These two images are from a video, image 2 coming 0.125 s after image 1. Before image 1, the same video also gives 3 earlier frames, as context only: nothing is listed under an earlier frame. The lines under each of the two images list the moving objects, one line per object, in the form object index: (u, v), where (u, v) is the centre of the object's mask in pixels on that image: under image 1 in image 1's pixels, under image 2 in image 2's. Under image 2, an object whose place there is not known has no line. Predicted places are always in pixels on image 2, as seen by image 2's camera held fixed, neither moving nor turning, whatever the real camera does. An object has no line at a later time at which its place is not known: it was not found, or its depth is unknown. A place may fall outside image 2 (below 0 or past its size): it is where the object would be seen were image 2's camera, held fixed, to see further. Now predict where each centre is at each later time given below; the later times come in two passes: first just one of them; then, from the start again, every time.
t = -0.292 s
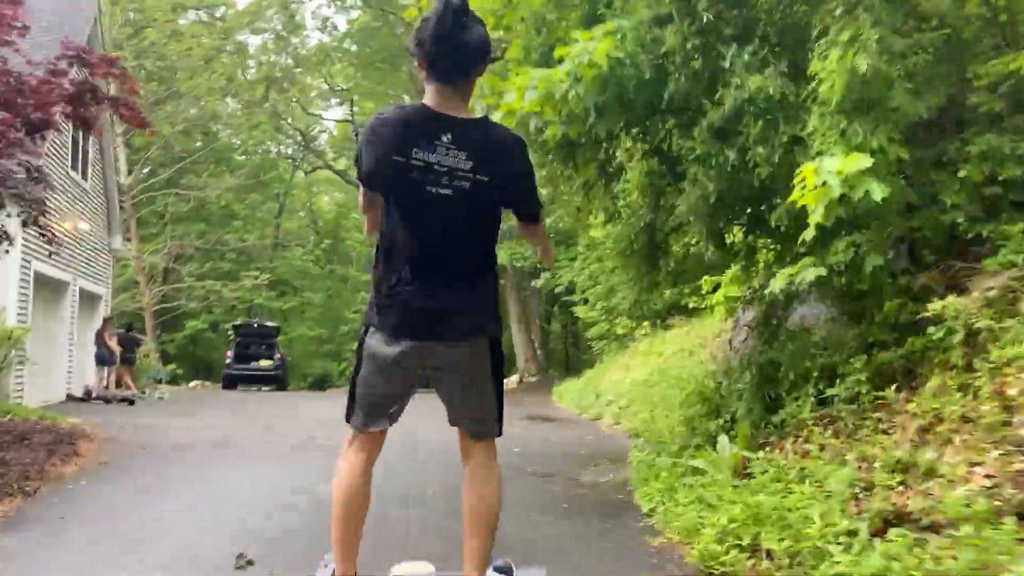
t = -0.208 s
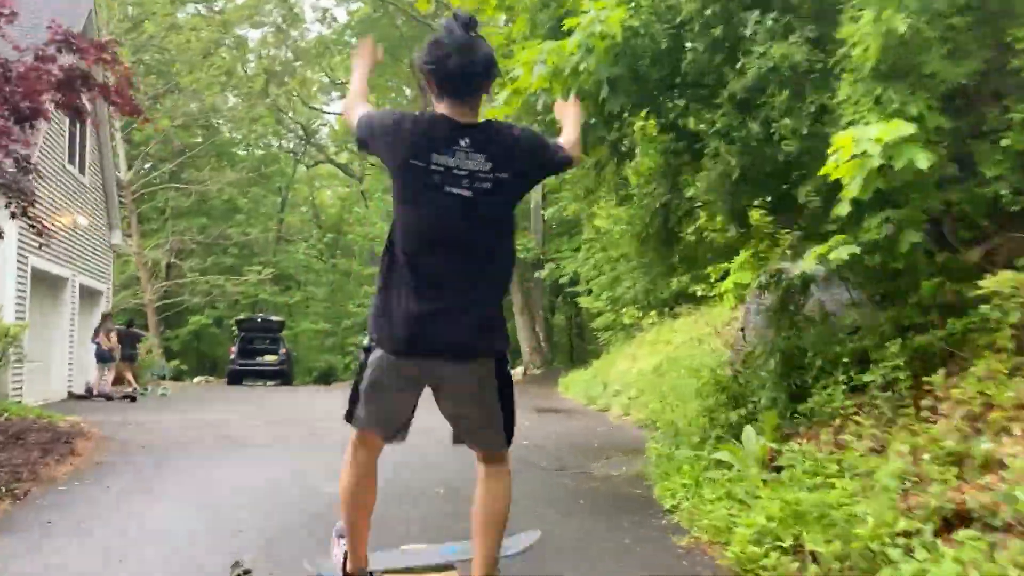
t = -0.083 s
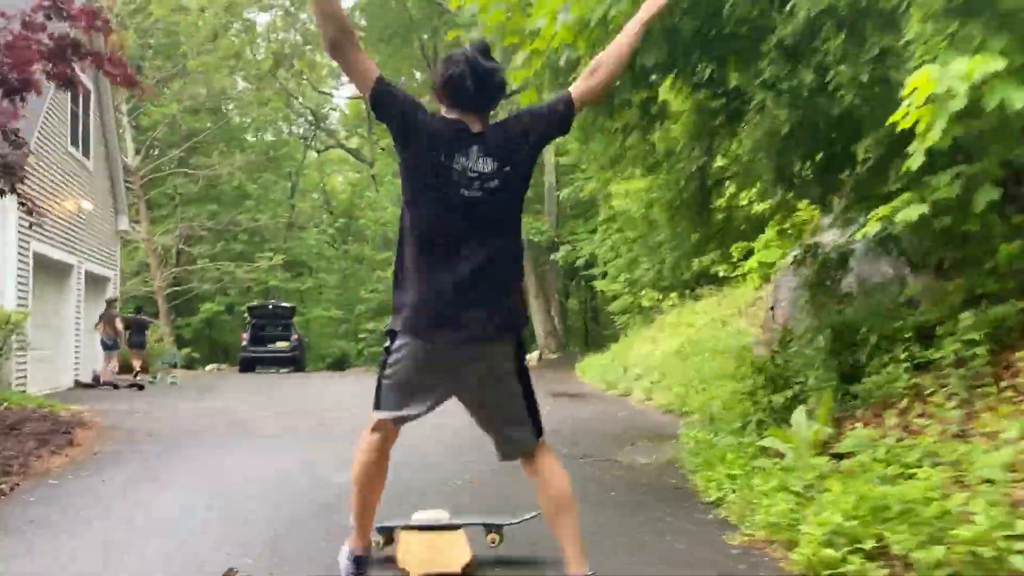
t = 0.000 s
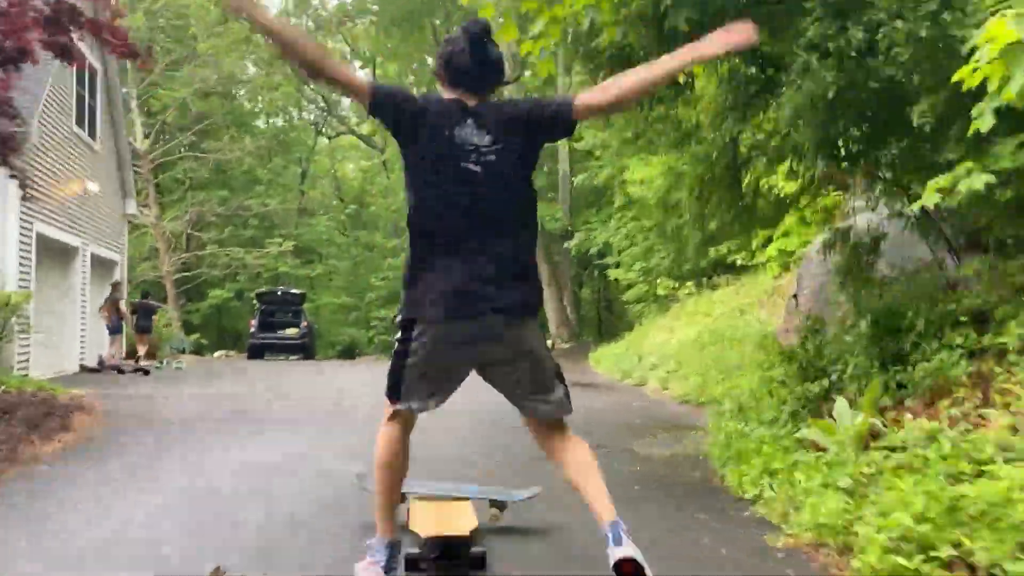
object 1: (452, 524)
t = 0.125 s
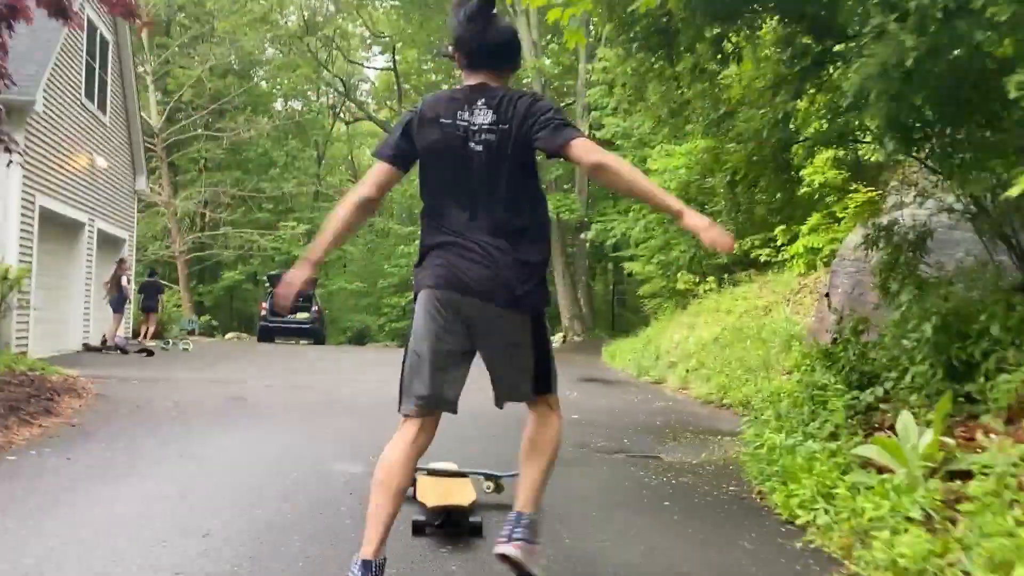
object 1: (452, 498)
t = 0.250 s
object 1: (446, 473)
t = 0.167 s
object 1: (450, 490)
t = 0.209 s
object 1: (451, 478)
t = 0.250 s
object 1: (446, 473)
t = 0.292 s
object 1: (445, 462)
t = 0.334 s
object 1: (446, 458)
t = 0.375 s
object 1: (452, 447)
